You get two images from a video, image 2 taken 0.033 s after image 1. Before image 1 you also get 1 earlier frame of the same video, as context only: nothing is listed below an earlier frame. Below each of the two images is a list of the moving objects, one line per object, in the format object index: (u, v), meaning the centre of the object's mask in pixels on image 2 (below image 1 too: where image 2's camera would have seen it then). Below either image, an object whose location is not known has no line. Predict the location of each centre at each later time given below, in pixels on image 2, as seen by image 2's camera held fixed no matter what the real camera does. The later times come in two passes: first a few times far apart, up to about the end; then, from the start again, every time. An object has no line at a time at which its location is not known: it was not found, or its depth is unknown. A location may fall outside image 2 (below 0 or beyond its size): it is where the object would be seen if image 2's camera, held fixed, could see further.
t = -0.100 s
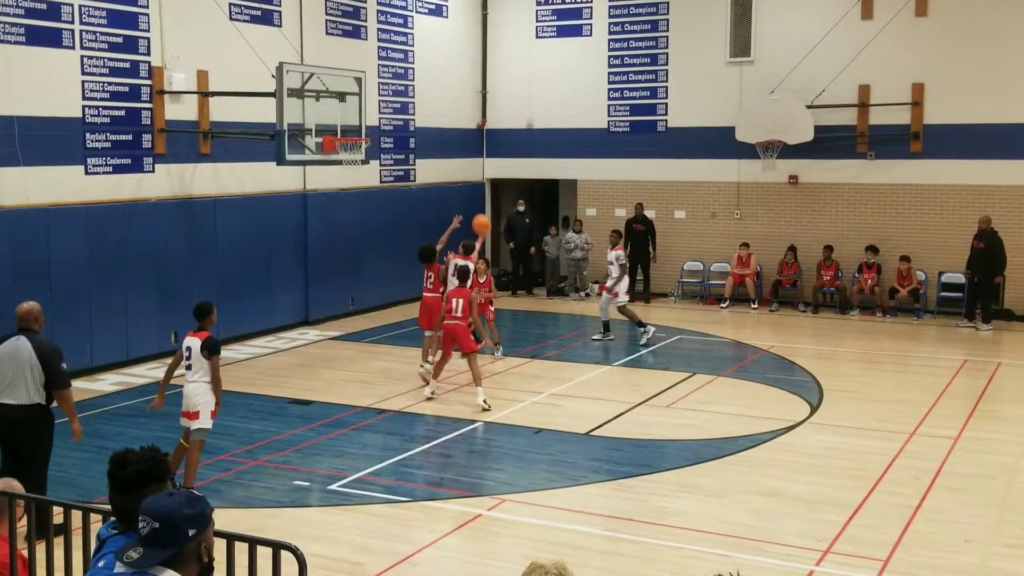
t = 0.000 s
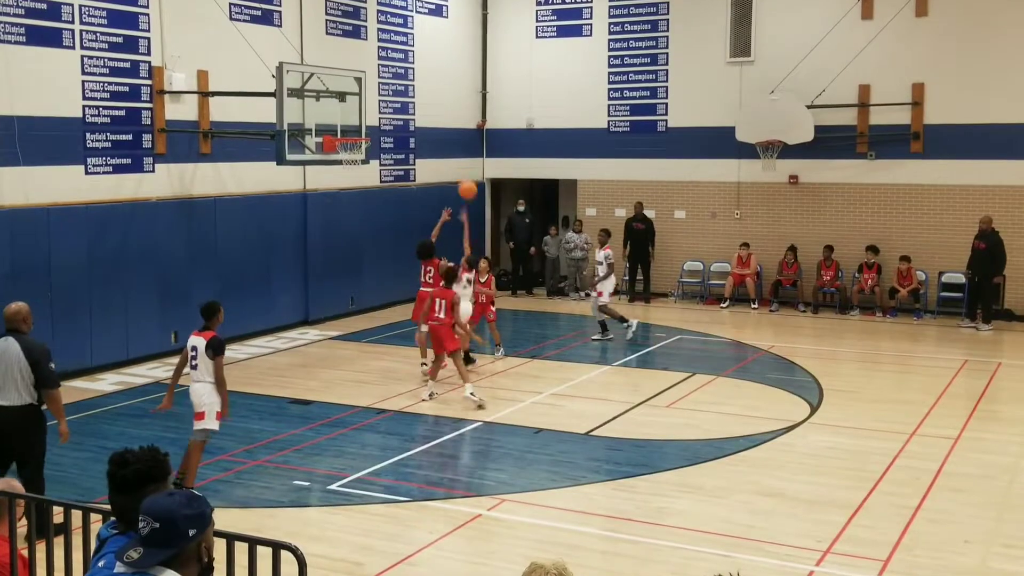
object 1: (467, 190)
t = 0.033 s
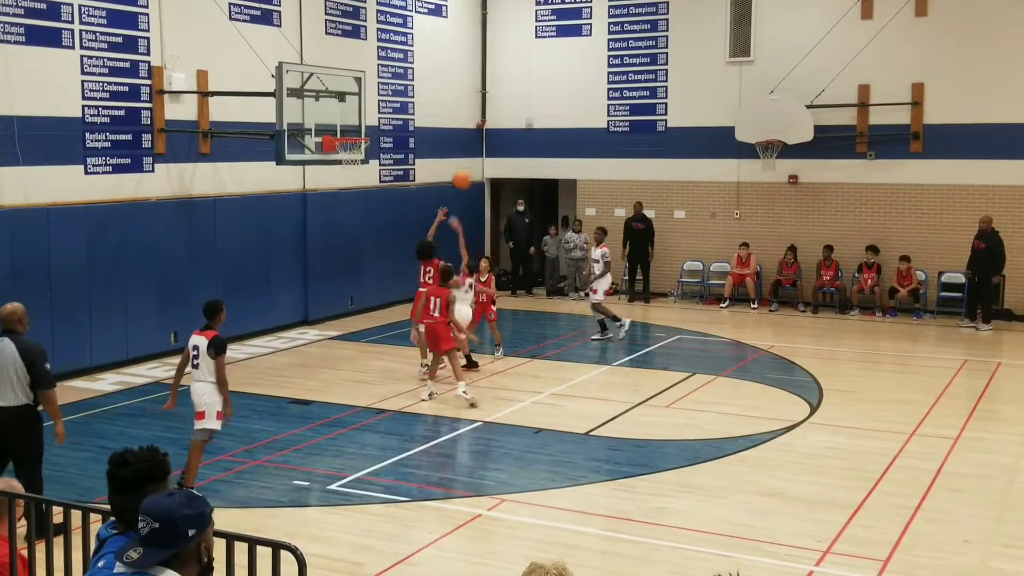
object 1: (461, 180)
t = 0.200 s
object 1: (435, 139)
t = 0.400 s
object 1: (404, 119)
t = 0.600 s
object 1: (374, 128)
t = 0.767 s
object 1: (372, 125)
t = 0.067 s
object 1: (456, 170)
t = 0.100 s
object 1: (451, 159)
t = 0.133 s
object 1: (446, 152)
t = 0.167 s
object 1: (441, 145)
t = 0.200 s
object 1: (435, 139)
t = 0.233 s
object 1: (430, 134)
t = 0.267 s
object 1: (426, 130)
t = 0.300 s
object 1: (420, 126)
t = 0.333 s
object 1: (415, 123)
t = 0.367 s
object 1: (410, 120)
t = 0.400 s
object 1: (404, 119)
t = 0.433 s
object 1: (400, 118)
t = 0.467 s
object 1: (394, 118)
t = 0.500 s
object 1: (389, 119)
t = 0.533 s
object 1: (384, 122)
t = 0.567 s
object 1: (379, 125)
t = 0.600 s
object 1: (374, 128)
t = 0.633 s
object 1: (371, 130)
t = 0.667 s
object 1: (372, 127)
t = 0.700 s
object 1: (372, 125)
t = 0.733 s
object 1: (372, 125)
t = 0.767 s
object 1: (372, 125)
